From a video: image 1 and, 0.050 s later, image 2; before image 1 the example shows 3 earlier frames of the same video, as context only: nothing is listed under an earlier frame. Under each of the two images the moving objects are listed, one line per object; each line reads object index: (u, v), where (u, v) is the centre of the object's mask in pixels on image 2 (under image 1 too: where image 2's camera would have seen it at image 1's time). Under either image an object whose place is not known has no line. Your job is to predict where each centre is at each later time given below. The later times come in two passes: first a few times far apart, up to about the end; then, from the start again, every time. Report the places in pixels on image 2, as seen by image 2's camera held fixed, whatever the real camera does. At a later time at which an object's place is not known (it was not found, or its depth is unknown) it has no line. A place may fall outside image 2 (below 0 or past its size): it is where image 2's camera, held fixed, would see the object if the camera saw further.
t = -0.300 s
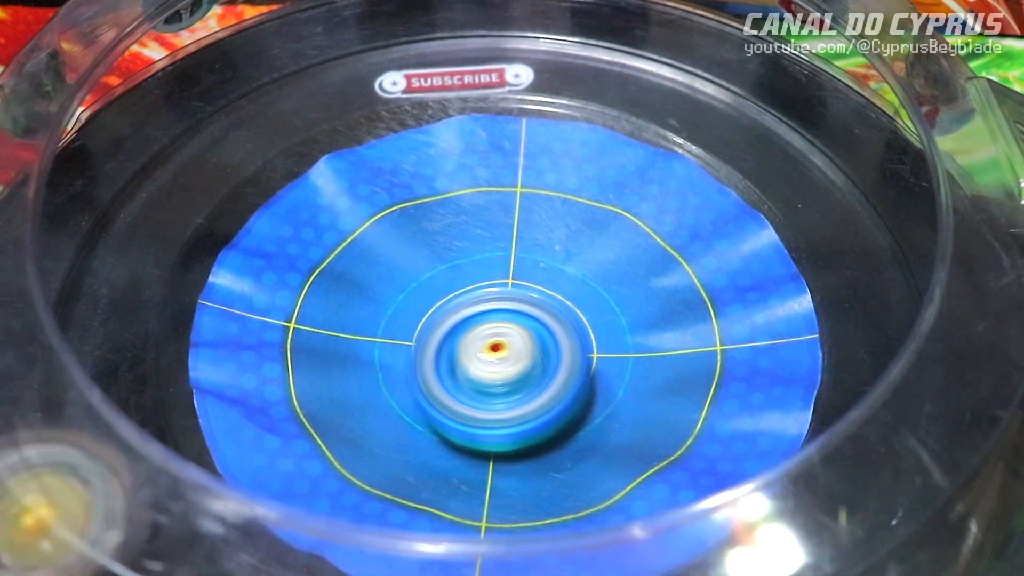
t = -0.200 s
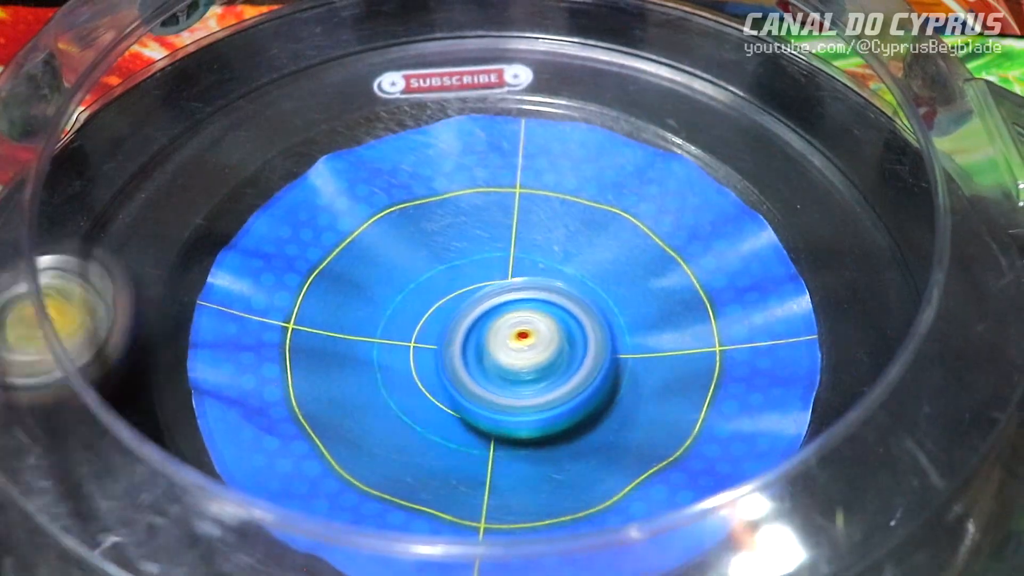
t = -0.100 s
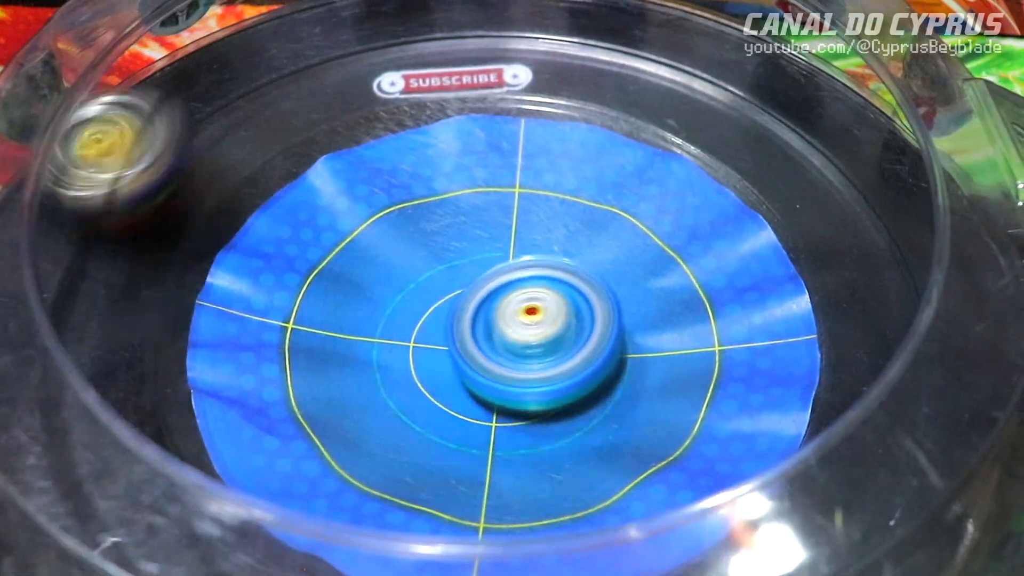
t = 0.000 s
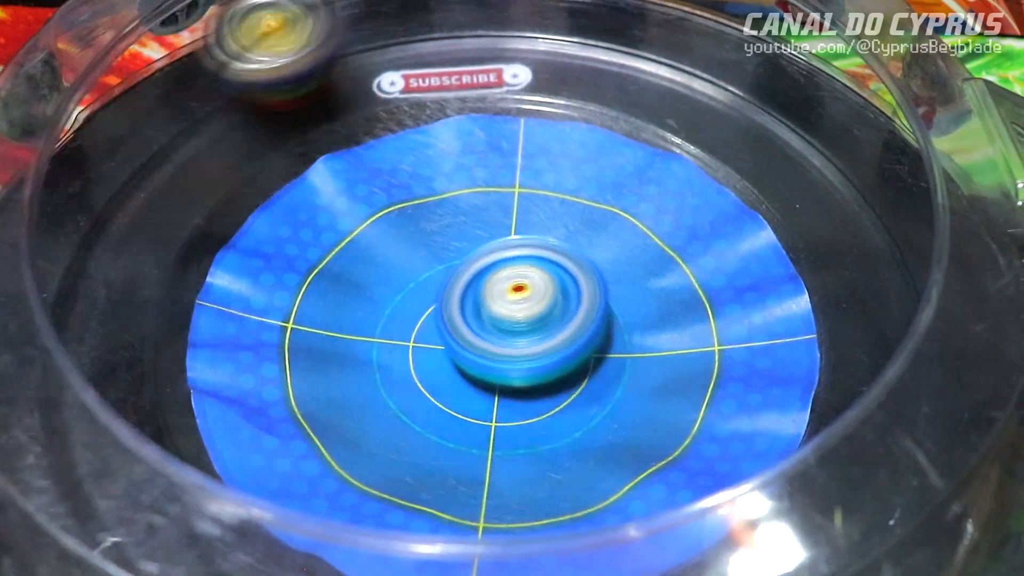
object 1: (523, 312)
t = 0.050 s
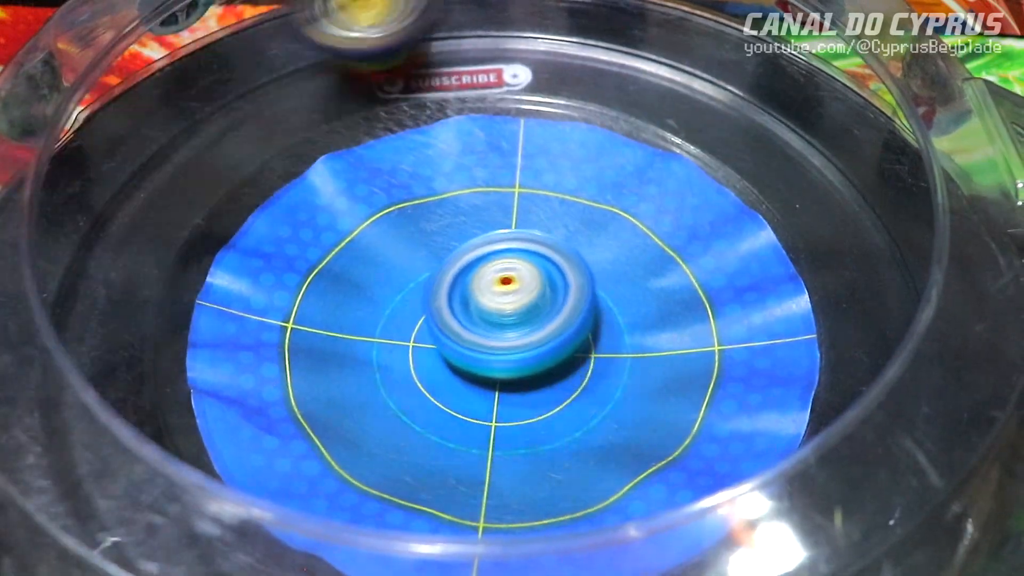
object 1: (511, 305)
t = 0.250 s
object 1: (459, 308)
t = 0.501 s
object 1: (463, 345)
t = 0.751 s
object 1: (509, 338)
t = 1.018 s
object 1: (484, 313)
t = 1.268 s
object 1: (457, 323)
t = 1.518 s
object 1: (474, 329)
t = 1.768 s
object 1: (482, 310)
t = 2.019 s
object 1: (479, 312)
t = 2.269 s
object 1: (469, 317)
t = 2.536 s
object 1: (464, 334)
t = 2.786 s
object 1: (388, 329)
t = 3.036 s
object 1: (428, 266)
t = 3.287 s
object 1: (501, 114)
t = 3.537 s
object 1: (476, 158)
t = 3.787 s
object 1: (494, 259)
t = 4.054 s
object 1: (535, 249)
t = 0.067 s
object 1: (507, 303)
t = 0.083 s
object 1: (502, 302)
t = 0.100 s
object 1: (498, 302)
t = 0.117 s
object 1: (493, 301)
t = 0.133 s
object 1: (488, 301)
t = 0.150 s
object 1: (483, 300)
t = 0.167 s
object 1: (479, 301)
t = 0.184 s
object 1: (475, 302)
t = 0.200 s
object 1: (470, 303)
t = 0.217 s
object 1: (466, 305)
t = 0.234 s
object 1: (462, 306)
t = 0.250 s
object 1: (459, 308)
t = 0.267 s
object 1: (456, 311)
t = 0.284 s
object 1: (453, 313)
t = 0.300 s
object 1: (451, 316)
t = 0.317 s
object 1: (450, 318)
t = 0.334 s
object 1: (448, 321)
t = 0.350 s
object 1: (448, 324)
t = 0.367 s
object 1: (447, 327)
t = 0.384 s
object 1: (448, 330)
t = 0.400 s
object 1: (449, 332)
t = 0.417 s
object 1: (450, 334)
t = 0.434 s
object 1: (452, 337)
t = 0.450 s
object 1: (455, 340)
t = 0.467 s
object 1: (458, 343)
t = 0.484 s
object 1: (461, 344)
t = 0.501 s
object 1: (463, 345)
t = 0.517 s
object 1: (466, 347)
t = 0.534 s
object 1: (470, 348)
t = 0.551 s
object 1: (475, 349)
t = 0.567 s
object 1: (479, 350)
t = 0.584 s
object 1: (483, 350)
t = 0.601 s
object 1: (486, 350)
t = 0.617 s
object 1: (490, 350)
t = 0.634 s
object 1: (494, 349)
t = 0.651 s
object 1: (497, 348)
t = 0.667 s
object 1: (500, 347)
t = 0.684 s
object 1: (502, 346)
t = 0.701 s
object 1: (503, 345)
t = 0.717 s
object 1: (506, 342)
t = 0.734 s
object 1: (508, 339)
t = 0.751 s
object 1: (509, 338)
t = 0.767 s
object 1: (509, 335)
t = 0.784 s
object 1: (510, 334)
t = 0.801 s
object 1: (510, 332)
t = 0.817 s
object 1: (508, 329)
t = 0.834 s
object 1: (505, 325)
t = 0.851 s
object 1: (502, 320)
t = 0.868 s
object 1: (502, 315)
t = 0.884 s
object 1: (501, 310)
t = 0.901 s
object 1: (504, 308)
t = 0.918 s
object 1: (505, 308)
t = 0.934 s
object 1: (505, 310)
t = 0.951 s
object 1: (502, 312)
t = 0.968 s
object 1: (497, 313)
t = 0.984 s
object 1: (492, 314)
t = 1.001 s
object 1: (487, 314)
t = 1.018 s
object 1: (484, 313)
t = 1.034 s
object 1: (481, 313)
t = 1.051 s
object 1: (478, 313)
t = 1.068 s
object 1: (476, 313)
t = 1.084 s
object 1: (473, 314)
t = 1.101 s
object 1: (471, 314)
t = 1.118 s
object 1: (469, 315)
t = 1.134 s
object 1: (467, 315)
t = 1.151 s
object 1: (465, 316)
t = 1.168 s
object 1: (463, 317)
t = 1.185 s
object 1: (462, 318)
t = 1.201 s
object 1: (461, 319)
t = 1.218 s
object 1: (459, 320)
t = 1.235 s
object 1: (459, 321)
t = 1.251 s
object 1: (458, 322)
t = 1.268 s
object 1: (457, 323)
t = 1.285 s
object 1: (456, 324)
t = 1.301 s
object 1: (456, 325)
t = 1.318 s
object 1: (456, 326)
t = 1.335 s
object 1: (457, 327)
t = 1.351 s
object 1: (458, 328)
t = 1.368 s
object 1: (459, 328)
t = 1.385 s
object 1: (460, 328)
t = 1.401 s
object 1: (461, 329)
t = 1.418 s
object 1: (463, 330)
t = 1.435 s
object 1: (464, 330)
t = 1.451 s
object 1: (466, 330)
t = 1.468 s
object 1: (468, 330)
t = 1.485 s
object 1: (470, 330)
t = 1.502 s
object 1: (472, 330)
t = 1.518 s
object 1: (474, 329)
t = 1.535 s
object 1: (476, 329)
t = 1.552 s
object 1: (478, 328)
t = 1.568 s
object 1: (479, 328)
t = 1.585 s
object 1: (481, 327)
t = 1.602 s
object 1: (483, 327)
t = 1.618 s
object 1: (484, 326)
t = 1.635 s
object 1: (485, 325)
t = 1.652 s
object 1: (486, 324)
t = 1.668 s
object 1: (487, 323)
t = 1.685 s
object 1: (487, 322)
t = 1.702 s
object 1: (485, 321)
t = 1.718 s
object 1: (483, 318)
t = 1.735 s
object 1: (482, 316)
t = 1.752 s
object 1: (482, 313)
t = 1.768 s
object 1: (482, 310)
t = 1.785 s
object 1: (485, 309)
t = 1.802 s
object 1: (487, 308)
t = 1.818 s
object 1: (488, 308)
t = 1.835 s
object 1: (490, 309)
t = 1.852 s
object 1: (490, 309)
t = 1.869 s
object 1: (490, 309)
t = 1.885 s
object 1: (489, 310)
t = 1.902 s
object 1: (488, 310)
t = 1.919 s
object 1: (485, 312)
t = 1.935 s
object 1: (484, 312)
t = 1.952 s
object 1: (483, 312)
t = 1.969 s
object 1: (482, 312)
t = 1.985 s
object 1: (481, 312)
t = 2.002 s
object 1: (480, 312)
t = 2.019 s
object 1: (479, 312)
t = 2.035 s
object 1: (478, 312)
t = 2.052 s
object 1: (477, 313)
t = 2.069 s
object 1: (475, 313)
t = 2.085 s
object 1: (474, 313)
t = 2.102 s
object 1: (473, 314)
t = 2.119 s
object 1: (473, 314)
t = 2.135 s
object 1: (472, 315)
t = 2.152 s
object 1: (471, 315)
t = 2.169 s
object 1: (470, 316)
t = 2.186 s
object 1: (469, 316)
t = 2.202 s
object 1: (469, 316)
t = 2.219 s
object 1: (469, 317)
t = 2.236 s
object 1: (469, 317)
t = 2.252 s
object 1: (469, 317)
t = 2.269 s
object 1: (469, 317)
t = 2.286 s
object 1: (470, 317)
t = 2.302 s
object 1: (470, 317)
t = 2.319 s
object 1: (470, 317)
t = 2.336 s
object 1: (471, 317)
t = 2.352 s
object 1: (471, 317)
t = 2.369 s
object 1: (472, 317)
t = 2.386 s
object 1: (472, 317)
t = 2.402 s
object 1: (473, 317)
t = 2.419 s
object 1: (473, 318)
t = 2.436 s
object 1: (471, 321)
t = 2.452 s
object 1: (470, 324)
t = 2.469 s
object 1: (468, 326)
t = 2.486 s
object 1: (467, 329)
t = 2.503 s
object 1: (465, 331)
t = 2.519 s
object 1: (465, 333)
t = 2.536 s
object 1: (464, 334)
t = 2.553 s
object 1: (465, 335)
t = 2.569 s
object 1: (464, 336)
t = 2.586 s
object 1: (461, 336)
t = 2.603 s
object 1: (447, 337)
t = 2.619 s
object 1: (433, 336)
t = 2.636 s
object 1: (421, 335)
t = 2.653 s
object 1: (413, 334)
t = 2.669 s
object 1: (404, 333)
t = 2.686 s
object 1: (398, 332)
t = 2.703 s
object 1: (394, 331)
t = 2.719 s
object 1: (390, 331)
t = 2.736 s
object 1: (388, 330)
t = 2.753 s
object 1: (387, 330)
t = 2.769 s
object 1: (388, 330)
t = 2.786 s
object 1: (388, 329)
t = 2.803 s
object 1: (390, 328)
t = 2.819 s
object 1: (390, 325)
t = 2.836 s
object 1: (390, 320)
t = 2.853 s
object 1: (392, 313)
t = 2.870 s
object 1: (395, 307)
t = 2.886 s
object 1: (397, 304)
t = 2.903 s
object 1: (399, 301)
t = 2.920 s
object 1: (403, 297)
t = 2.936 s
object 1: (407, 293)
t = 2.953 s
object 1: (411, 289)
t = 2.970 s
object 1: (418, 285)
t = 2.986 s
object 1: (421, 281)
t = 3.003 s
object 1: (422, 275)
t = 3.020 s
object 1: (424, 269)
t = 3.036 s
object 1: (428, 266)
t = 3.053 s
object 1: (430, 260)
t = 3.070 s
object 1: (434, 255)
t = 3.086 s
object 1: (438, 252)
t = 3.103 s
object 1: (442, 250)
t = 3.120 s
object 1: (446, 246)
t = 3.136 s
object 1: (450, 243)
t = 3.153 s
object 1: (458, 229)
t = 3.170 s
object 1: (465, 206)
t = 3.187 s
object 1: (472, 186)
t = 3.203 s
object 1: (481, 170)
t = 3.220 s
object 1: (485, 155)
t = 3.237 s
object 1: (490, 142)
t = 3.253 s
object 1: (495, 131)
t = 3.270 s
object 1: (499, 122)
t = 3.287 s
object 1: (501, 114)
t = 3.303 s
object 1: (502, 107)
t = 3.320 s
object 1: (502, 103)
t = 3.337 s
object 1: (502, 100)
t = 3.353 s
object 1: (501, 99)
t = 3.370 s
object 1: (500, 99)
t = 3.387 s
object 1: (499, 100)
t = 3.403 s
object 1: (497, 103)
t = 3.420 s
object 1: (496, 107)
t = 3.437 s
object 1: (493, 111)
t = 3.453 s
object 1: (491, 118)
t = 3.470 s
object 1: (487, 123)
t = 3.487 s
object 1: (485, 131)
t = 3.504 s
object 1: (482, 140)
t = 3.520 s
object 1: (479, 149)
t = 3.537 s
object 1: (476, 158)
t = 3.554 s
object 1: (474, 167)
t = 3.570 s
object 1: (471, 177)
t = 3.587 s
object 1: (469, 189)
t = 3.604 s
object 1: (467, 202)
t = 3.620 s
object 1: (466, 215)
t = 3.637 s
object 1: (466, 225)
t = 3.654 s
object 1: (469, 232)
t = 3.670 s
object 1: (472, 236)
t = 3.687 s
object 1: (474, 236)
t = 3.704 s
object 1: (477, 239)
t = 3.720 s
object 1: (479, 244)
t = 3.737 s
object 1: (485, 251)
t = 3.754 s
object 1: (488, 254)
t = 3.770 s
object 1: (491, 256)
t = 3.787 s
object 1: (494, 259)
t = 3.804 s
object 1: (497, 262)
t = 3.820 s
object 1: (501, 262)
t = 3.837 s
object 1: (505, 263)
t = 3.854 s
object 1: (508, 264)
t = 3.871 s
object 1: (512, 263)
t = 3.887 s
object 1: (516, 260)
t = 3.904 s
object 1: (520, 259)
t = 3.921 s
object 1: (524, 258)
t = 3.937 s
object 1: (528, 254)
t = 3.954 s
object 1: (530, 251)
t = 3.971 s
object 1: (532, 250)
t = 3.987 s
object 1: (533, 251)
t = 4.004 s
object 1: (535, 249)
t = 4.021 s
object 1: (535, 247)
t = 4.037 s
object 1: (535, 247)
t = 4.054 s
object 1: (535, 249)
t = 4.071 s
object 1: (535, 248)
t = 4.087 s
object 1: (536, 241)
